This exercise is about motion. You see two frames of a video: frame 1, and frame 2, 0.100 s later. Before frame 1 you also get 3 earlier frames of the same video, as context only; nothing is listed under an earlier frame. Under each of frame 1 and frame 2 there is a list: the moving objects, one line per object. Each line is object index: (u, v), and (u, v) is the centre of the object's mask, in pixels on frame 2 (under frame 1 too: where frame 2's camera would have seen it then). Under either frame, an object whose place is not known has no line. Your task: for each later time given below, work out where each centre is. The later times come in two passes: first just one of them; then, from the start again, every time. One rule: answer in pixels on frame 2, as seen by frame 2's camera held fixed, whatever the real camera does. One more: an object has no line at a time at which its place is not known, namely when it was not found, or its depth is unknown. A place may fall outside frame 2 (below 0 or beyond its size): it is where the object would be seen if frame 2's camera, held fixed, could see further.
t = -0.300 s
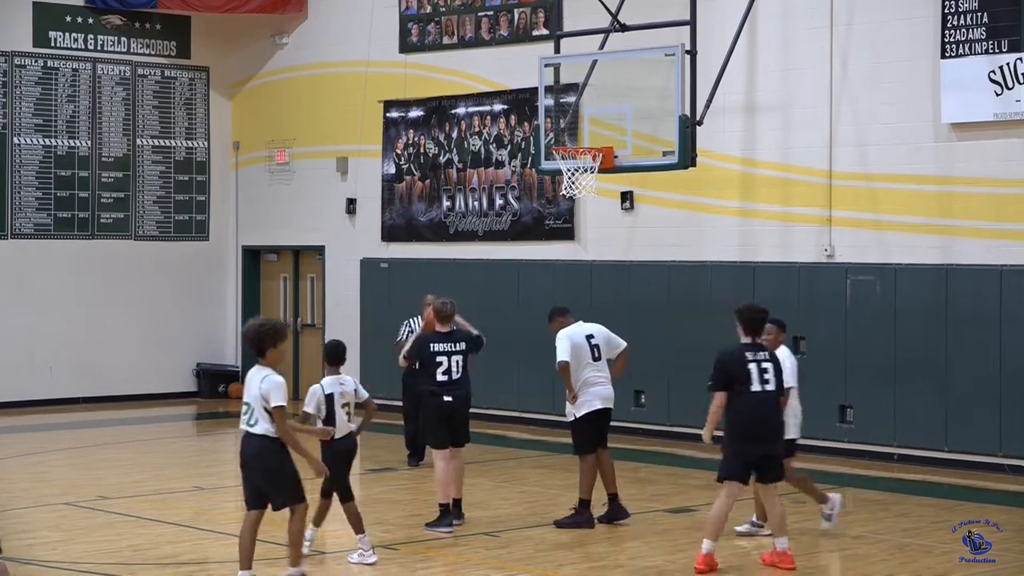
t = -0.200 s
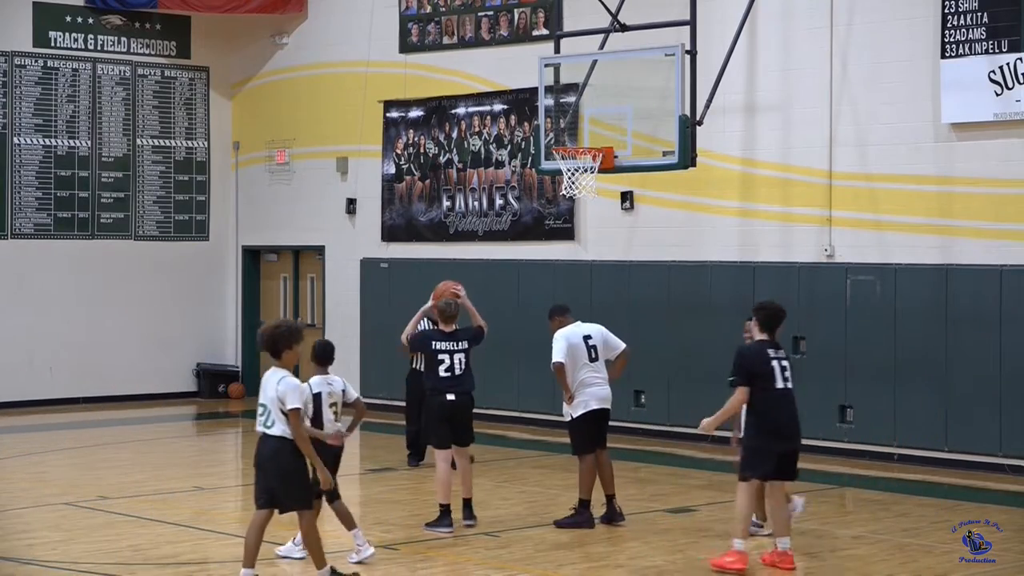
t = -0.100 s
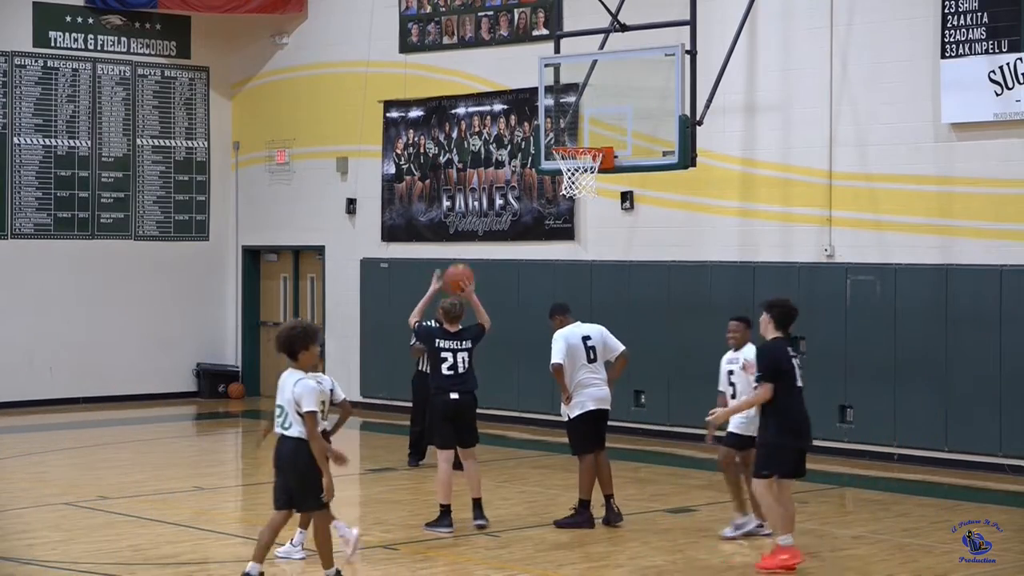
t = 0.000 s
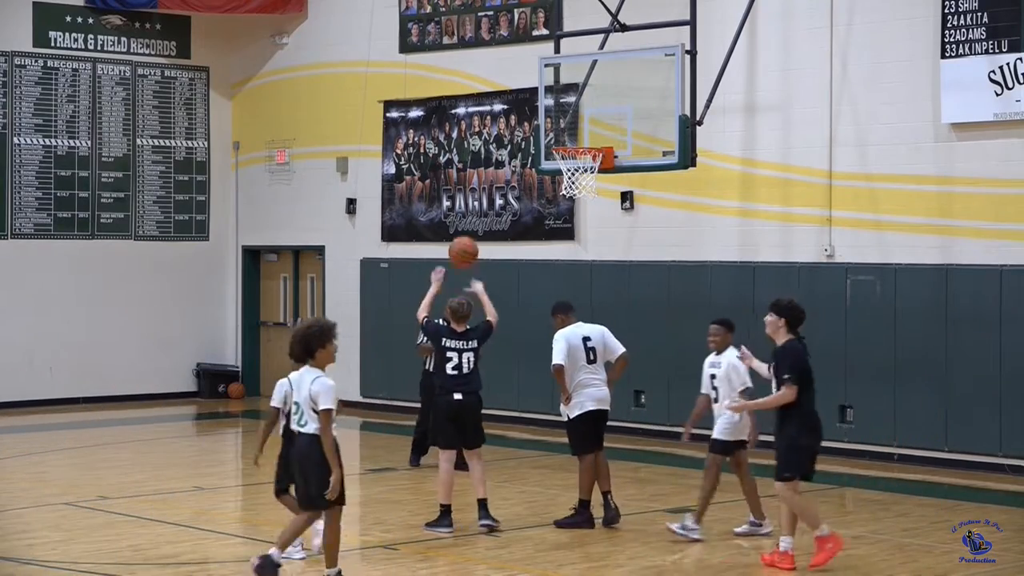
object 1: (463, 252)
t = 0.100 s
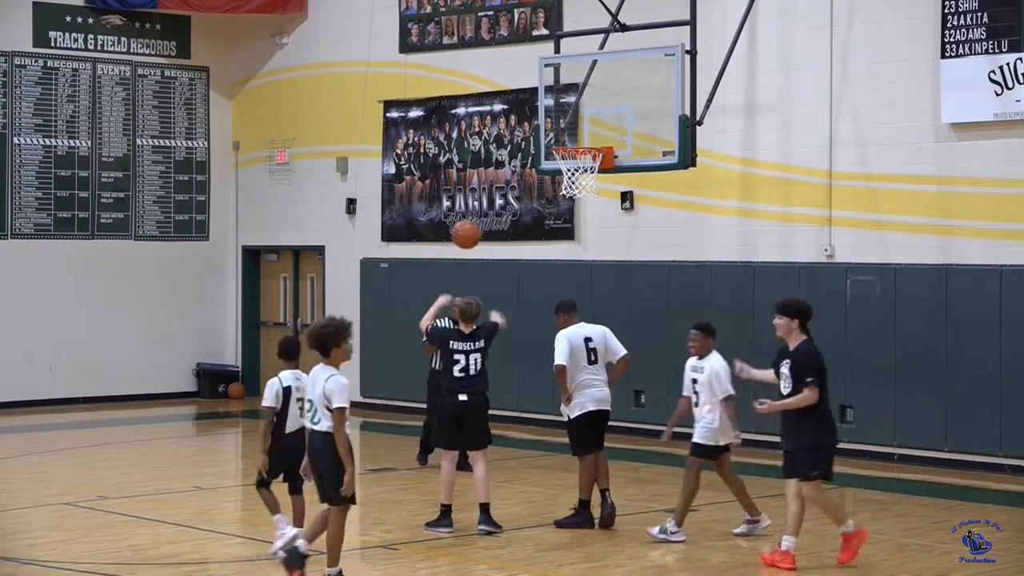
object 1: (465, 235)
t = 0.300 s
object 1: (472, 236)
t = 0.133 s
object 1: (466, 232)
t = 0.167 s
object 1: (468, 230)
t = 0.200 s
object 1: (468, 230)
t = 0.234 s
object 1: (470, 231)
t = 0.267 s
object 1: (471, 232)
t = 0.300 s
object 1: (472, 236)
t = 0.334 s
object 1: (472, 241)
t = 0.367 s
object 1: (473, 247)
